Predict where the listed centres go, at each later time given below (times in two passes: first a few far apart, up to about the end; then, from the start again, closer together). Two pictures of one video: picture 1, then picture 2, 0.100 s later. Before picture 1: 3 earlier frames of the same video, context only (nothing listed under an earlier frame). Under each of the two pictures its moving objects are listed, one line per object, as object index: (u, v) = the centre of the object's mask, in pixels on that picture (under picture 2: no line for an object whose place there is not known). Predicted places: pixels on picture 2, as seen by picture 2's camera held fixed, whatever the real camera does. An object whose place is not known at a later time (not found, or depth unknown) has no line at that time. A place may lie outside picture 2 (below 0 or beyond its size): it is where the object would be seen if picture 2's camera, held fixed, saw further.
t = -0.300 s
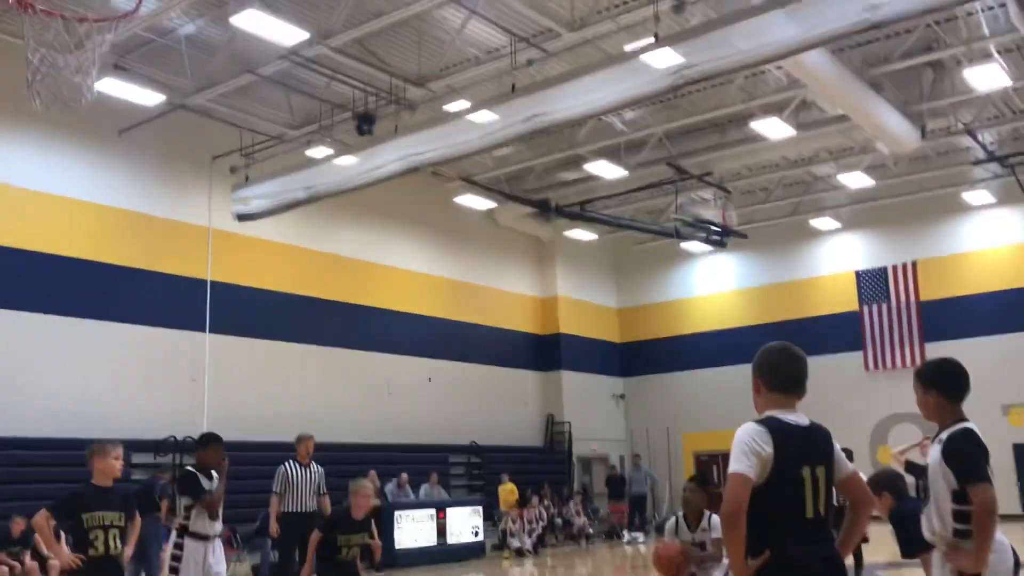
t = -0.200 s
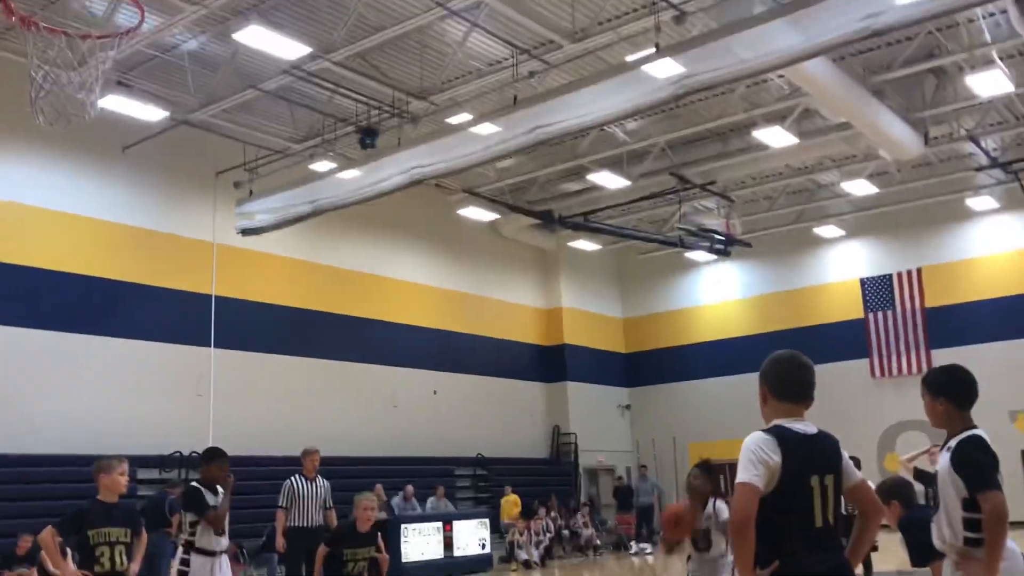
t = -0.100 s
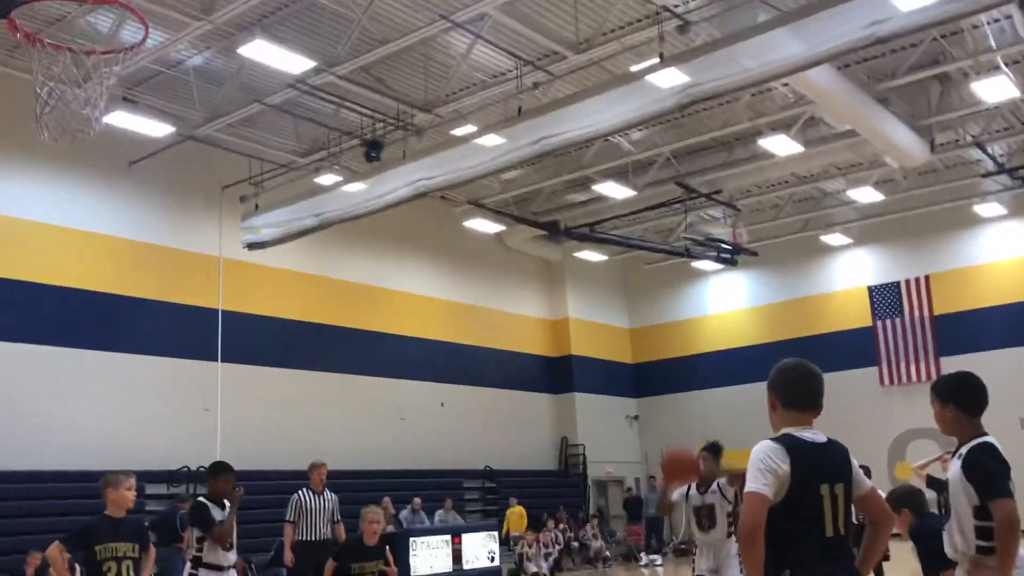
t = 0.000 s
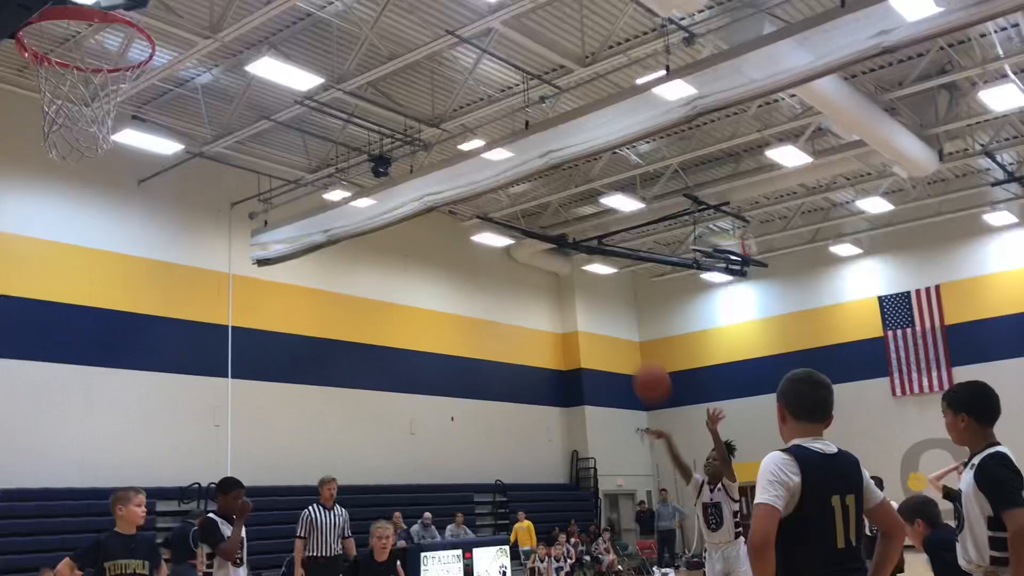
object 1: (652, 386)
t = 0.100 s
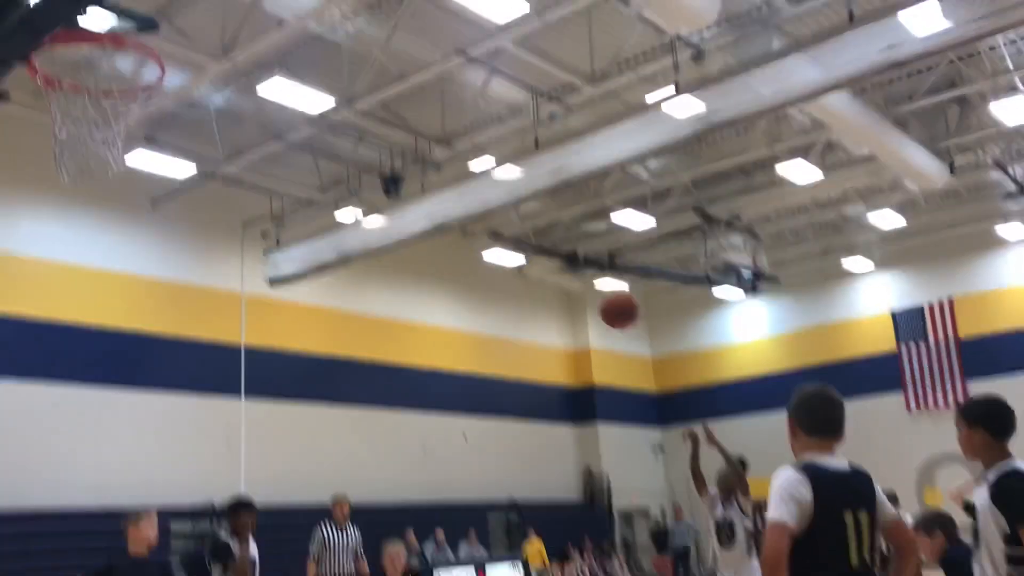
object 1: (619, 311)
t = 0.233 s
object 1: (559, 207)
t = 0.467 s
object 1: (444, 78)
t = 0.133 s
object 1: (603, 282)
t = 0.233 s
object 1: (559, 207)
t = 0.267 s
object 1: (542, 184)
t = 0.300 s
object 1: (527, 163)
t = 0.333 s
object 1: (511, 145)
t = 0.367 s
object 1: (493, 127)
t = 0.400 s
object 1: (477, 109)
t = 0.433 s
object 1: (461, 93)
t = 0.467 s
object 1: (444, 78)
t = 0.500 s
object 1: (428, 63)
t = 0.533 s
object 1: (408, 52)
